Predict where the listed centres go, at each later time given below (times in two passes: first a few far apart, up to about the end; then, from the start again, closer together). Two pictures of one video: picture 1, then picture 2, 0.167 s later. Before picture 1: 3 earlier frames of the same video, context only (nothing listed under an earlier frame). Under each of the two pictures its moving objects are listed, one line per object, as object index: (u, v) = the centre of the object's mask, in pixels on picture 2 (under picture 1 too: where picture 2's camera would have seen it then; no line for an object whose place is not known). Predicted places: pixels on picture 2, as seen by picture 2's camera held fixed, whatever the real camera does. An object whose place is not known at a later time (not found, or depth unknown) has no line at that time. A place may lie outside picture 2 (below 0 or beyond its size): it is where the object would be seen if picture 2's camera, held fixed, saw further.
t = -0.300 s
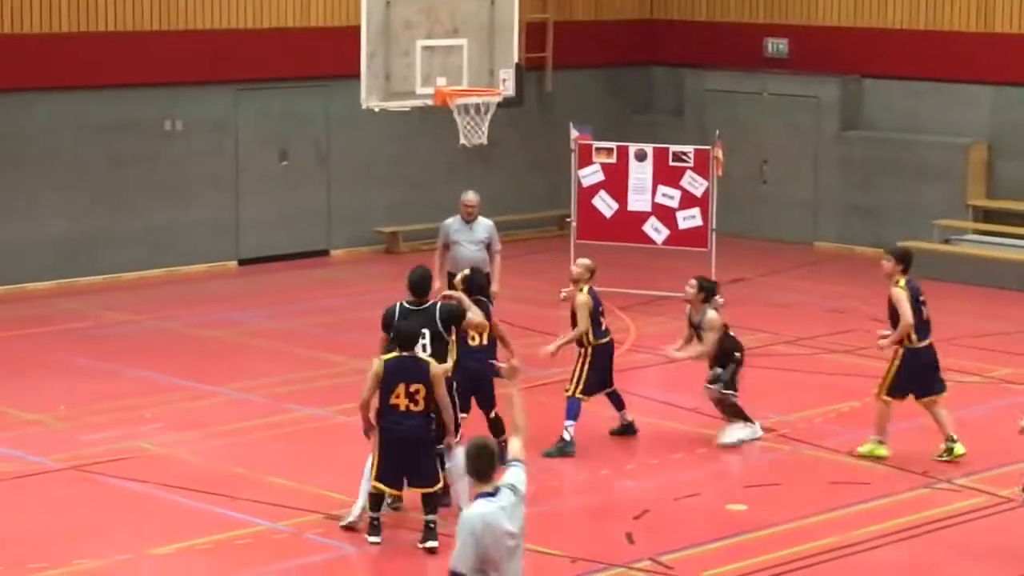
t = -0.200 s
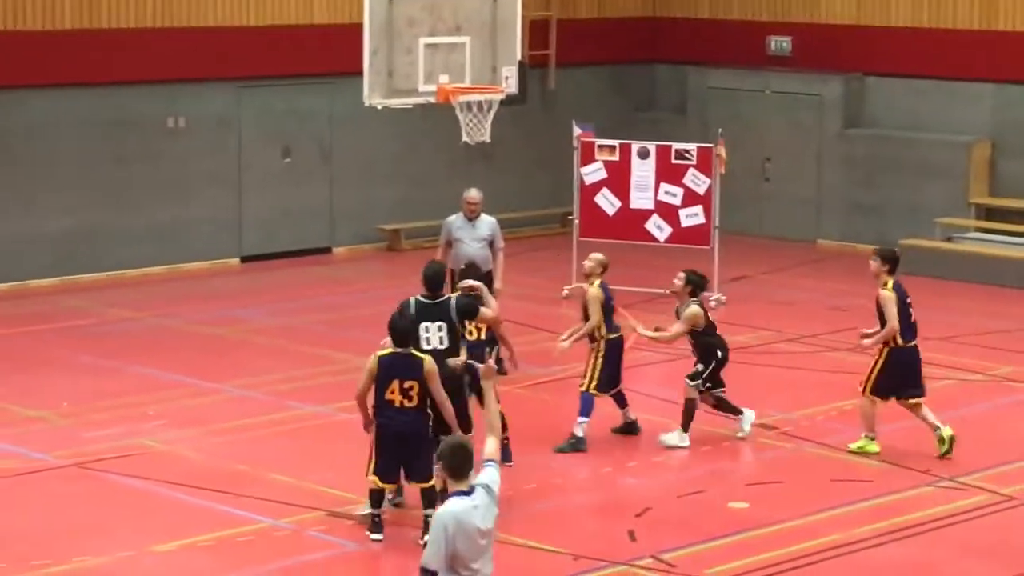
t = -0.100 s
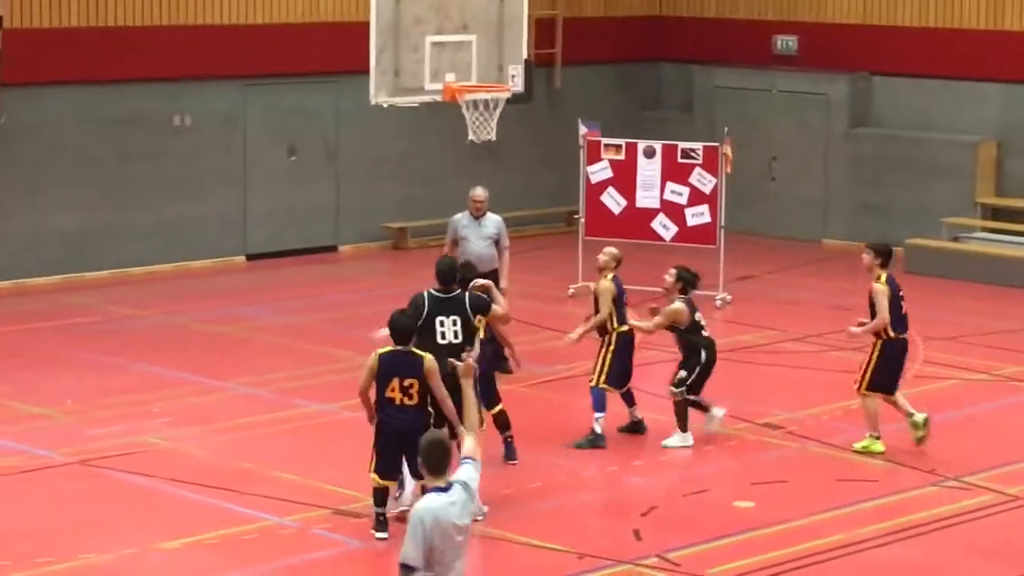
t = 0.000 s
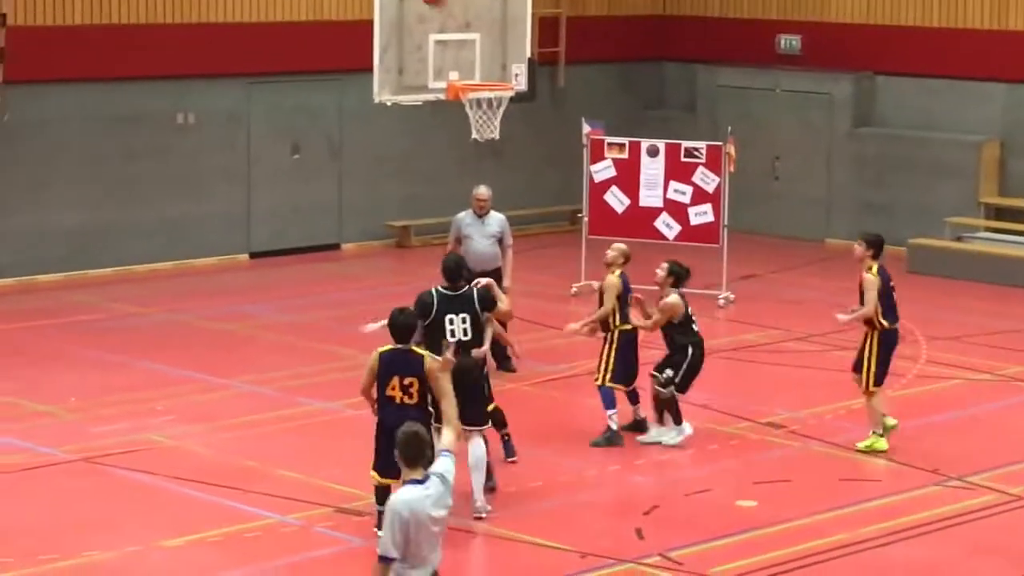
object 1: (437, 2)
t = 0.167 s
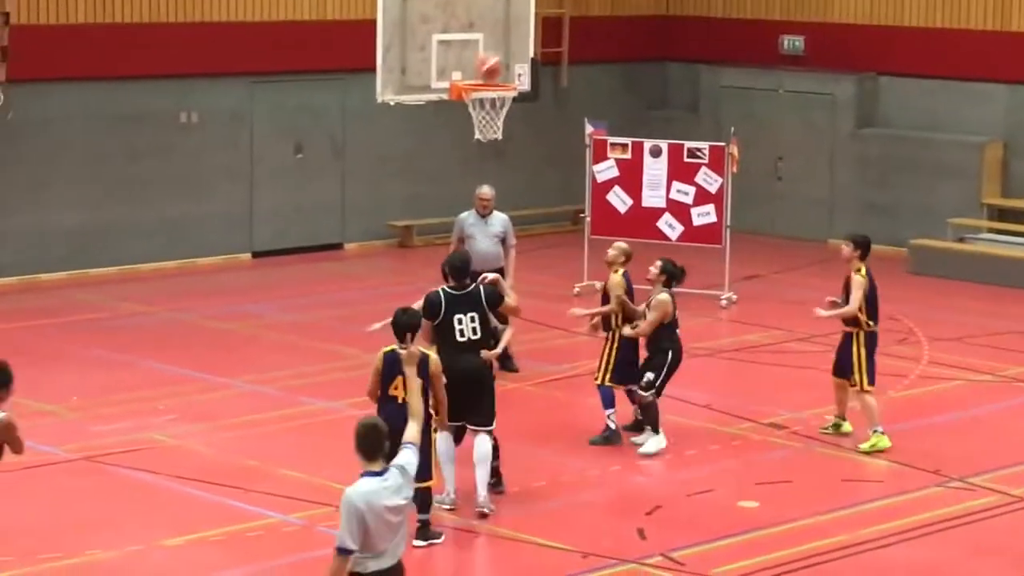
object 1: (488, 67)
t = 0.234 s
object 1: (510, 39)
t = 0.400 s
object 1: (568, -2)
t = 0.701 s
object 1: (678, -10)
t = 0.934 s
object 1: (765, 70)
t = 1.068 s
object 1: (810, 147)
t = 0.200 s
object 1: (499, 52)
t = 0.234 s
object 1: (510, 39)
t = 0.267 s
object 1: (523, 27)
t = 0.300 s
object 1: (534, 17)
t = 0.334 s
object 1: (546, 8)
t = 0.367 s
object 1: (556, 0)
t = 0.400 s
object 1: (568, -2)
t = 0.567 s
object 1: (630, -22)
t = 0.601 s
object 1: (643, -23)
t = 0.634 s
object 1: (655, -18)
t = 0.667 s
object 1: (665, -15)
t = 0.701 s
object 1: (678, -10)
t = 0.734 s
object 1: (690, -2)
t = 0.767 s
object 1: (705, 7)
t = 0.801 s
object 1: (716, 17)
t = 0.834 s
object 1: (729, 28)
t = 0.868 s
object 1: (742, 42)
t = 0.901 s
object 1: (752, 55)
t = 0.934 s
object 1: (765, 70)
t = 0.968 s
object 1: (776, 89)
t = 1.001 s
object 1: (788, 106)
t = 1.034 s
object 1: (799, 127)
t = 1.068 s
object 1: (810, 147)
